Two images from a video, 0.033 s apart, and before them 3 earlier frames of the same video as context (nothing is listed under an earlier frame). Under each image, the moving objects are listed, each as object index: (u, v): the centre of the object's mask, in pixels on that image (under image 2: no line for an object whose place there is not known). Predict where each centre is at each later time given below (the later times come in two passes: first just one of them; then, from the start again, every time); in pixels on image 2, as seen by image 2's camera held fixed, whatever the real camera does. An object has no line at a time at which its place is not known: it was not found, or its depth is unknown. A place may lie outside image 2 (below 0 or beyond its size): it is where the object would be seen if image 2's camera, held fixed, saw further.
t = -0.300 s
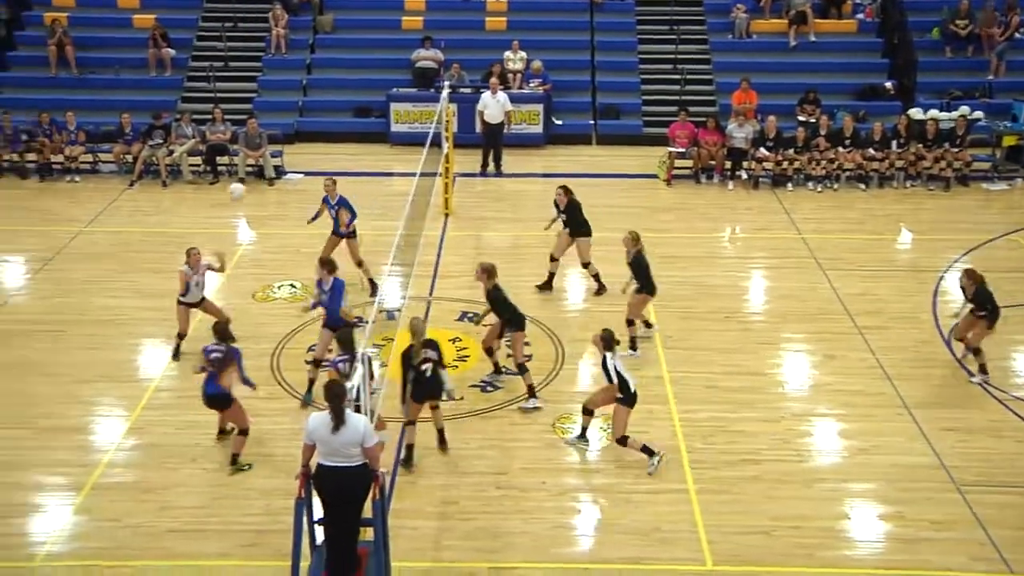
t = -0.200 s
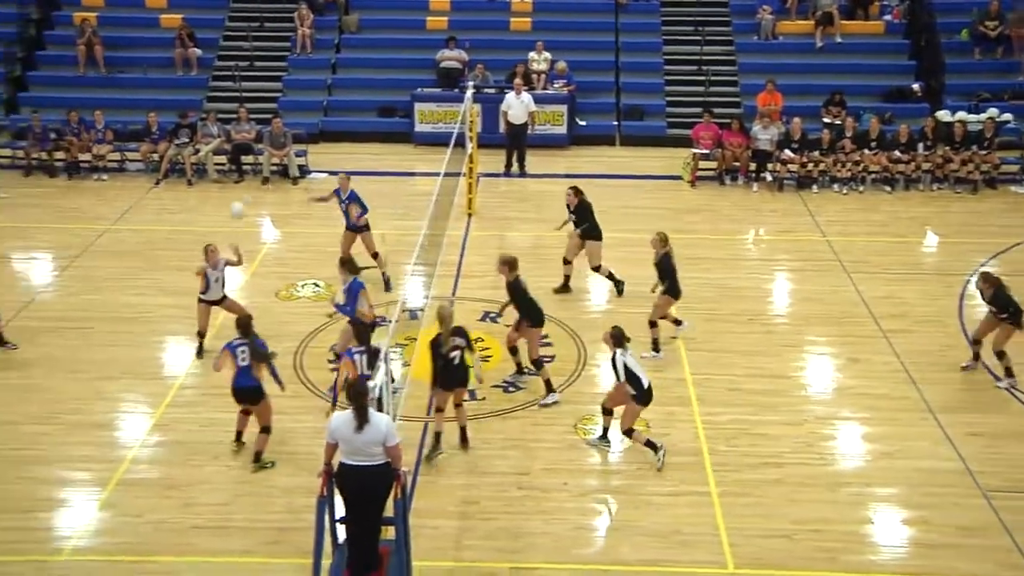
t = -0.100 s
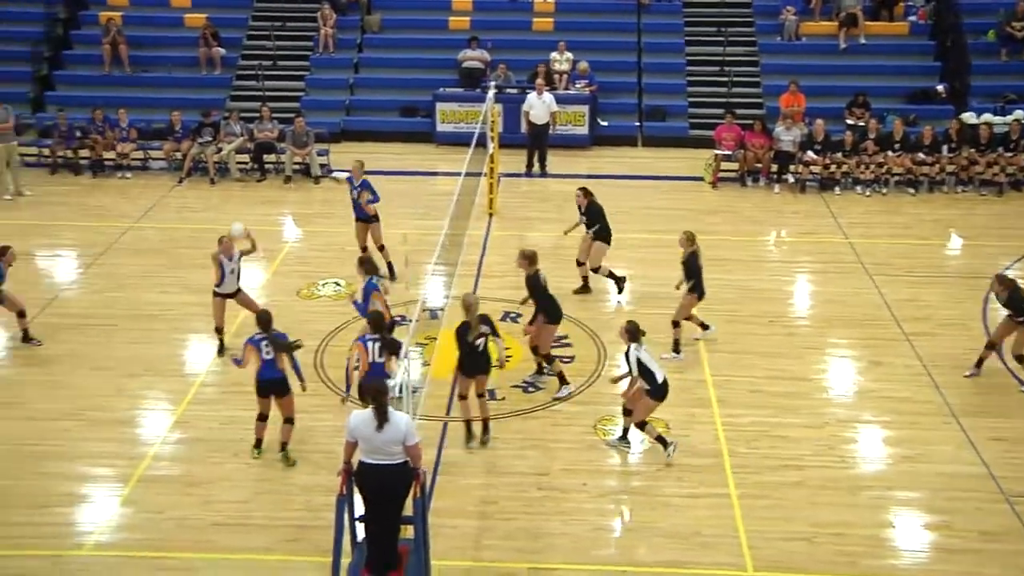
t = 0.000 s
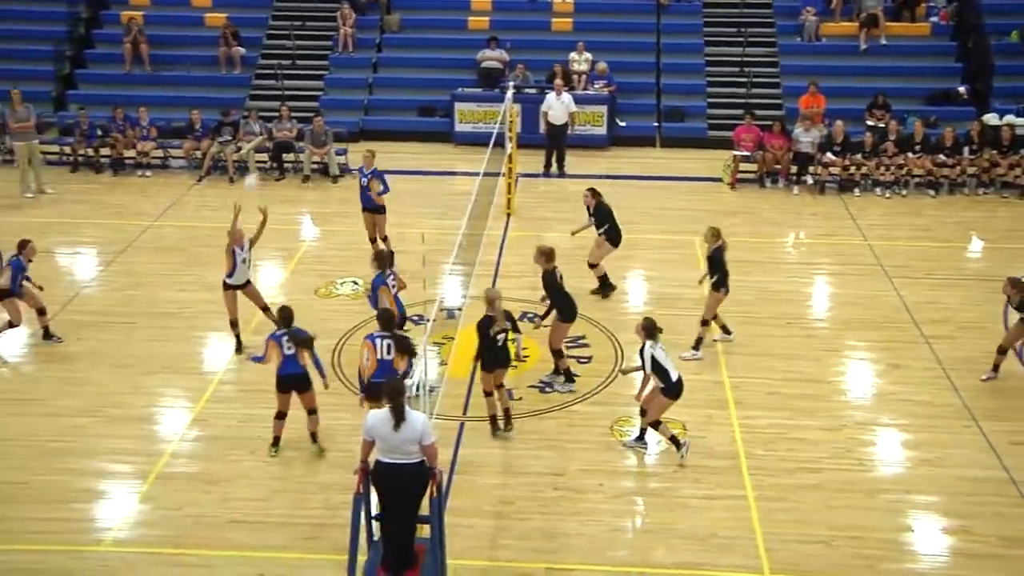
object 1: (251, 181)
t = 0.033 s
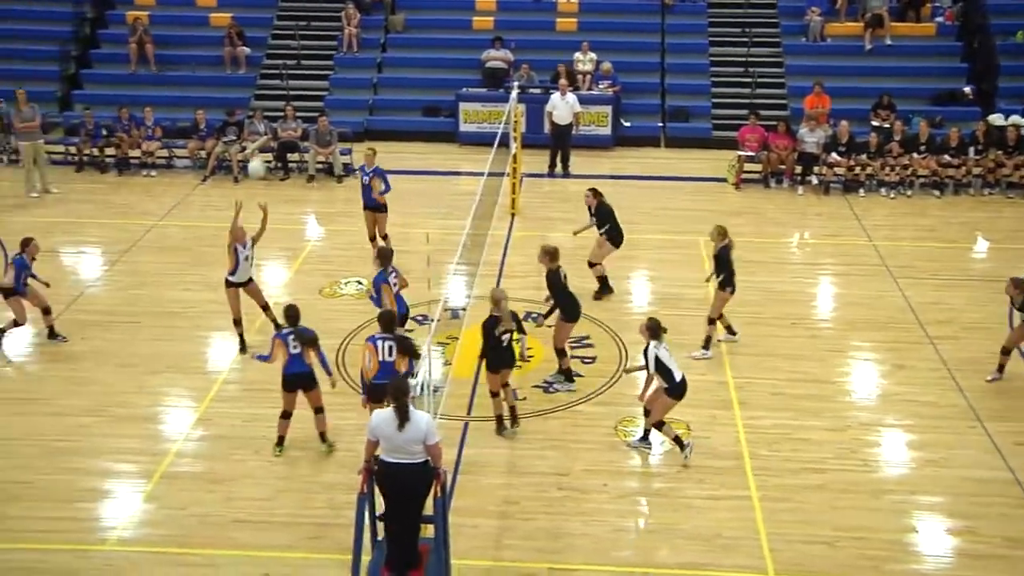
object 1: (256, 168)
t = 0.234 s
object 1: (257, 87)
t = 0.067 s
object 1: (256, 151)
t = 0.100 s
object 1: (255, 137)
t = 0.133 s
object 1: (256, 124)
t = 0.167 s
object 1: (256, 111)
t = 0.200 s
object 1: (257, 99)
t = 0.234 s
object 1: (257, 87)
